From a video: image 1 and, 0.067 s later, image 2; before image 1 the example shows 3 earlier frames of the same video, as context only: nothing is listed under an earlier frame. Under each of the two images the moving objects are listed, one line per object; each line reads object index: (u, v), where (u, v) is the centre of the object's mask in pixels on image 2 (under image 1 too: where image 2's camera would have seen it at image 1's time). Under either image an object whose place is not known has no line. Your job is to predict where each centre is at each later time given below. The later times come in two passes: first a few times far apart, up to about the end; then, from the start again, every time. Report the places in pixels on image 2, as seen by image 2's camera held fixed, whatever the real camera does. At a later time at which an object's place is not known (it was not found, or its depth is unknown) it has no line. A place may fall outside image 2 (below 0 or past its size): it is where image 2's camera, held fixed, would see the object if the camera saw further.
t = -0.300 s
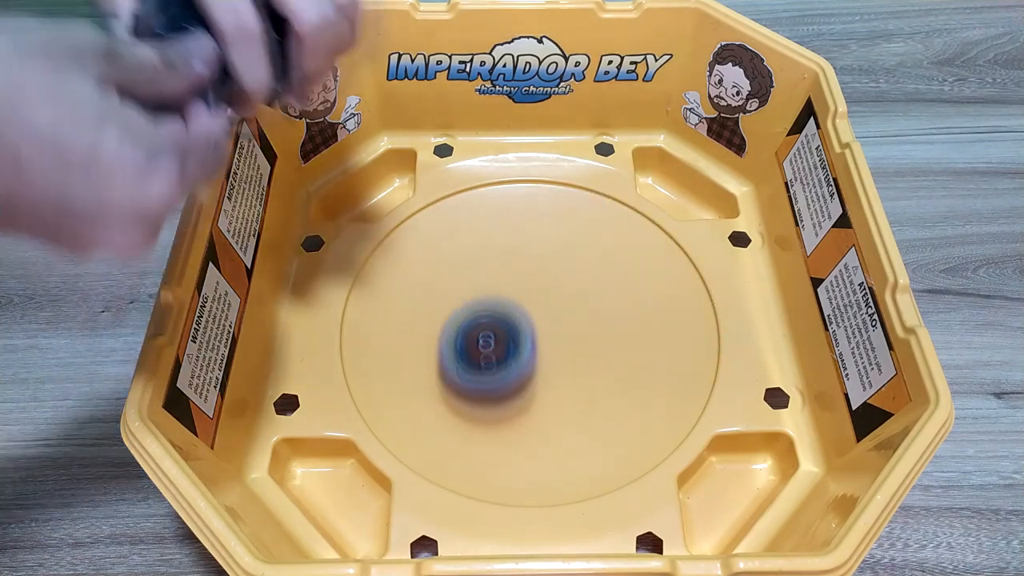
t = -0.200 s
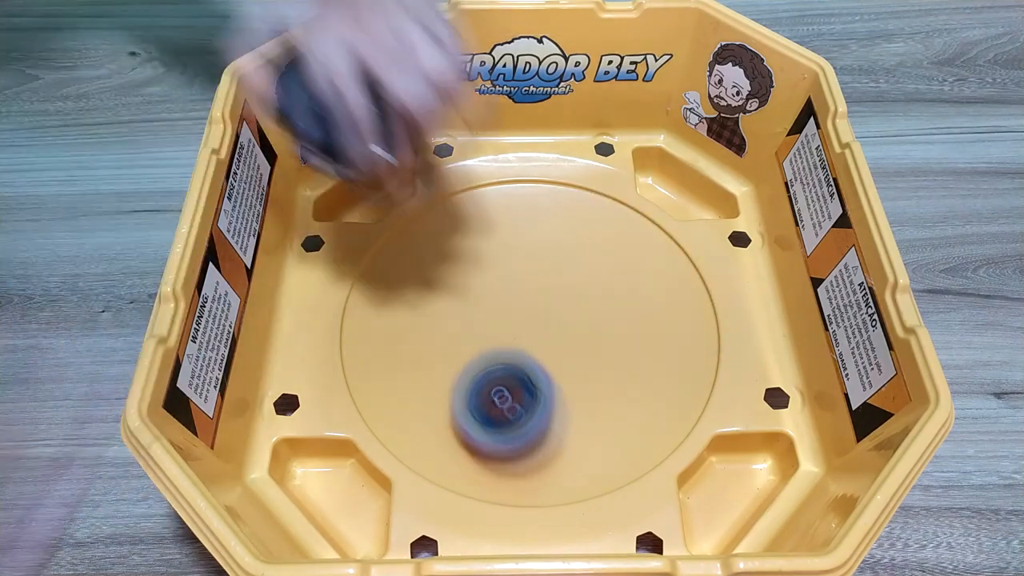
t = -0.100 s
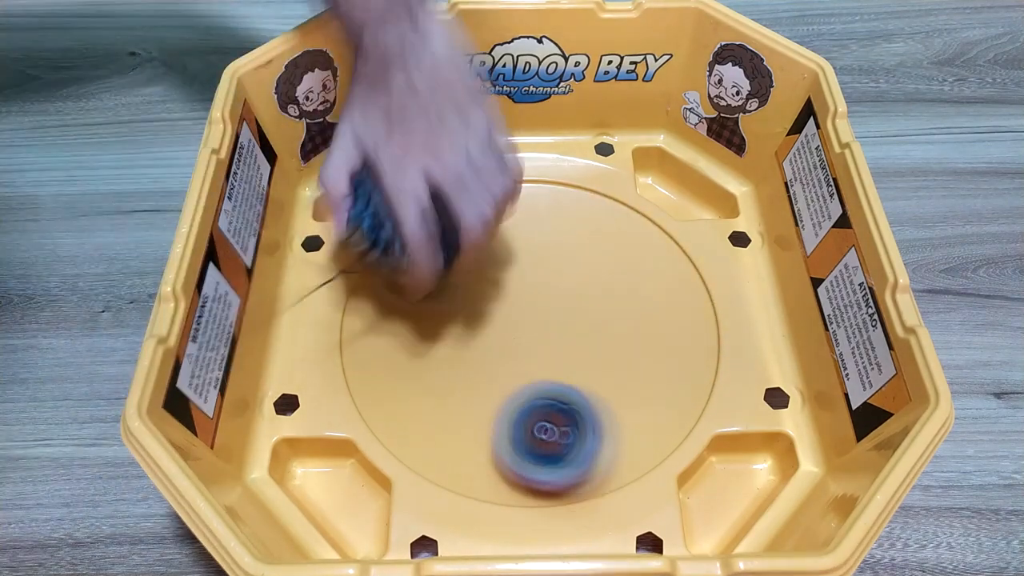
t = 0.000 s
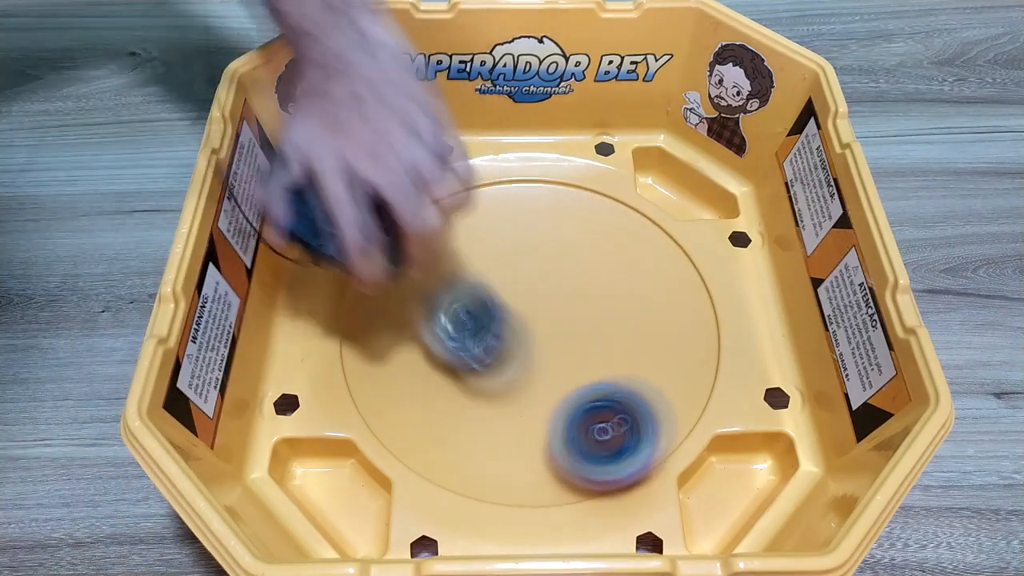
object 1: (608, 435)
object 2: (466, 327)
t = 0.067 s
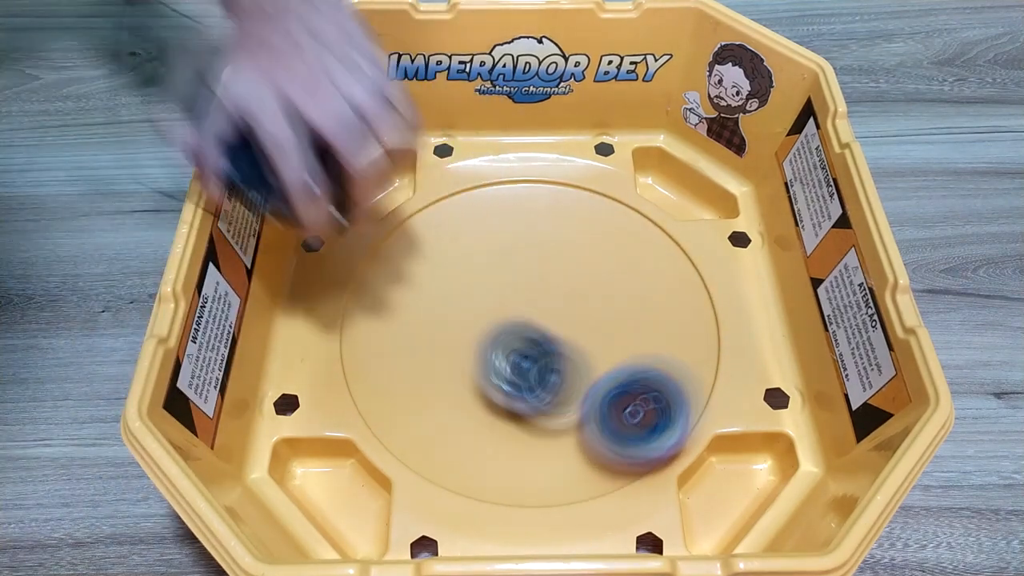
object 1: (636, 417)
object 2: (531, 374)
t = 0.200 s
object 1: (712, 359)
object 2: (588, 381)
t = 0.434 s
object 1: (624, 223)
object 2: (576, 319)
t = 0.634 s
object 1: (463, 199)
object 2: (549, 296)
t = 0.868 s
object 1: (356, 341)
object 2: (580, 307)
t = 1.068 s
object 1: (556, 471)
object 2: (629, 291)
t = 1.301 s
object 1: (702, 289)
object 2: (620, 240)
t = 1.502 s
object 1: (574, 206)
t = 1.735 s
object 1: (398, 283)
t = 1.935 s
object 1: (418, 423)
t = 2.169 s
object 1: (602, 420)
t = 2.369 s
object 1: (628, 294)
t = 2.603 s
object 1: (506, 225)
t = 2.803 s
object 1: (414, 293)
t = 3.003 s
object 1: (454, 397)
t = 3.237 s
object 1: (593, 372)
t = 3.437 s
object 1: (589, 278)
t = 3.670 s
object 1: (491, 236)
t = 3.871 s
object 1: (449, 287)
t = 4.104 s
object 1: (531, 260)
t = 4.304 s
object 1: (560, 262)
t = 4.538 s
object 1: (501, 268)
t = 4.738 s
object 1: (474, 323)
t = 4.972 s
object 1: (516, 371)
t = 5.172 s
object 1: (506, 392)
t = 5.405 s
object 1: (528, 376)
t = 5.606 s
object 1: (508, 388)
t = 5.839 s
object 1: (497, 379)
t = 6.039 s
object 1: (492, 396)
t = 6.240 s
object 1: (506, 362)
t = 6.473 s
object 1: (500, 352)
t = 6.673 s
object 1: (507, 330)
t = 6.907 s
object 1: (495, 347)
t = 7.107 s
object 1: (505, 331)
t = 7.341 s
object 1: (517, 310)
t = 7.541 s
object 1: (522, 303)
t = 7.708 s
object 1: (453, 267)
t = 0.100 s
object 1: (663, 403)
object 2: (552, 384)
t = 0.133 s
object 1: (688, 392)
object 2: (565, 386)
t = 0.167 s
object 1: (703, 378)
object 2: (577, 385)
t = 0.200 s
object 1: (712, 359)
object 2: (588, 381)
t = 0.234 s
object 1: (712, 339)
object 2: (597, 375)
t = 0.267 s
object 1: (702, 319)
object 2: (605, 367)
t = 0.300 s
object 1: (691, 295)
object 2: (606, 358)
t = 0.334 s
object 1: (679, 271)
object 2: (600, 350)
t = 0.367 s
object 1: (664, 253)
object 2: (592, 341)
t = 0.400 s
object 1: (647, 238)
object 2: (584, 331)
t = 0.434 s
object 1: (624, 223)
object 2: (576, 319)
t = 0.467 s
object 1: (599, 214)
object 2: (569, 308)
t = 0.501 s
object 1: (570, 209)
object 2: (562, 297)
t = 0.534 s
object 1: (537, 204)
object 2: (557, 290)
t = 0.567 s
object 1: (509, 198)
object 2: (553, 292)
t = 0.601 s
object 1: (487, 196)
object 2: (550, 294)
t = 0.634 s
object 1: (463, 199)
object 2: (549, 296)
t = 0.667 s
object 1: (440, 207)
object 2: (549, 298)
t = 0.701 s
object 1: (416, 220)
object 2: (551, 301)
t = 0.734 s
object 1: (396, 237)
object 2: (555, 303)
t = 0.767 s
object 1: (379, 258)
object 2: (560, 305)
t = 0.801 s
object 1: (366, 281)
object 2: (565, 306)
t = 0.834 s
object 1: (359, 309)
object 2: (572, 307)
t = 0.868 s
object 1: (356, 341)
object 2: (580, 307)
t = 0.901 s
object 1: (361, 373)
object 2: (588, 306)
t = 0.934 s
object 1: (390, 412)
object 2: (597, 305)
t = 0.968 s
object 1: (423, 439)
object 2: (605, 303)
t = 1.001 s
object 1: (462, 460)
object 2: (614, 300)
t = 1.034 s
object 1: (509, 471)
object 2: (622, 295)
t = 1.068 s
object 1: (556, 471)
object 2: (629, 291)
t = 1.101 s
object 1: (598, 461)
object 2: (633, 285)
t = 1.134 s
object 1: (636, 441)
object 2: (636, 278)
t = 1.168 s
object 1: (668, 415)
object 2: (637, 271)
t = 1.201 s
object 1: (689, 385)
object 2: (636, 265)
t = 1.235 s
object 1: (701, 354)
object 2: (633, 257)
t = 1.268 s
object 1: (705, 322)
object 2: (629, 249)
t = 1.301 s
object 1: (702, 289)
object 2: (620, 240)
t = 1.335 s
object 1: (692, 264)
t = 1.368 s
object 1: (677, 244)
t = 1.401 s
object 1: (656, 229)
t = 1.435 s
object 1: (630, 217)
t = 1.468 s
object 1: (602, 209)
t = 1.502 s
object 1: (574, 206)
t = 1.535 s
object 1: (543, 205)
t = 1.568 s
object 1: (513, 209)
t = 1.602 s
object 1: (487, 215)
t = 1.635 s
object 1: (462, 226)
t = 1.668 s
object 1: (435, 242)
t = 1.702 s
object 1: (414, 261)
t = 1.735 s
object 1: (398, 283)
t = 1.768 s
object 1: (387, 306)
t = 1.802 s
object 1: (380, 332)
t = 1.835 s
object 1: (381, 356)
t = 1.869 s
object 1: (387, 381)
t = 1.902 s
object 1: (399, 404)
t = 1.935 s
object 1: (418, 423)
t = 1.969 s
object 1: (441, 438)
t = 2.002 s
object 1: (467, 449)
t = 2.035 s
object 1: (497, 453)
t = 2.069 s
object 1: (526, 452)
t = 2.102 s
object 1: (554, 447)
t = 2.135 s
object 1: (580, 435)
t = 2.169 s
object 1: (602, 420)
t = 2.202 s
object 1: (619, 402)
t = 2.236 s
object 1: (631, 382)
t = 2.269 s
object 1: (638, 359)
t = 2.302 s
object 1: (640, 336)
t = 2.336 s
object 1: (636, 314)
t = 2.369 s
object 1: (628, 294)
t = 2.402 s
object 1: (618, 276)
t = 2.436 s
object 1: (603, 259)
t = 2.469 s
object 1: (586, 247)
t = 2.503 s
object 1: (567, 236)
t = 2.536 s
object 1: (546, 227)
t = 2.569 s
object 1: (525, 224)
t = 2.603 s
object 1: (506, 225)
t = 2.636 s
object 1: (486, 228)
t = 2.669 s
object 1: (467, 235)
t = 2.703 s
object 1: (449, 245)
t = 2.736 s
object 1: (434, 259)
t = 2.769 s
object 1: (422, 275)
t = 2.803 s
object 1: (414, 293)
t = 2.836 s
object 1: (409, 313)
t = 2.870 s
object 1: (409, 332)
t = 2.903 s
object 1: (413, 351)
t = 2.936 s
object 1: (423, 370)
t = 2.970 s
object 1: (437, 385)
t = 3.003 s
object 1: (454, 397)
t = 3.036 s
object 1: (475, 406)
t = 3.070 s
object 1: (498, 411)
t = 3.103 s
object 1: (520, 412)
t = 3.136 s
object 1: (542, 408)
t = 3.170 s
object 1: (562, 400)
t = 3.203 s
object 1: (581, 387)
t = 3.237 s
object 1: (593, 372)
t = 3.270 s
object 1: (601, 361)
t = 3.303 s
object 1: (607, 341)
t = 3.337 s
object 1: (606, 323)
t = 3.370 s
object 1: (604, 308)
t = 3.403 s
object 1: (598, 292)
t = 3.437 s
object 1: (589, 278)
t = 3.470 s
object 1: (579, 264)
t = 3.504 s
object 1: (567, 254)
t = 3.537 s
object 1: (553, 245)
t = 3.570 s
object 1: (538, 238)
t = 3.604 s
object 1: (522, 234)
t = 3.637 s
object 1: (507, 234)
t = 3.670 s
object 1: (491, 236)
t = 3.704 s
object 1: (479, 238)
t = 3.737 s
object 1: (468, 244)
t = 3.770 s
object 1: (460, 252)
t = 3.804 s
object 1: (453, 262)
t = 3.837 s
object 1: (450, 274)
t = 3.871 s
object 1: (449, 287)
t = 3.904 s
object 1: (451, 293)
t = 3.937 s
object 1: (464, 286)
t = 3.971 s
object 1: (479, 280)
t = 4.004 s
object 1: (492, 274)
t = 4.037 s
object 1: (505, 267)
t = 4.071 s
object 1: (519, 262)
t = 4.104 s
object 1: (531, 260)
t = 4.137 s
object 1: (542, 260)
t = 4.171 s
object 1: (552, 262)
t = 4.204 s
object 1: (560, 265)
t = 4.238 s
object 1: (566, 268)
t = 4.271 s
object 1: (565, 267)
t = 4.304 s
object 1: (560, 262)
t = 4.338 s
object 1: (554, 258)
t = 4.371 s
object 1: (546, 255)
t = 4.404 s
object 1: (536, 255)
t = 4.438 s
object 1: (528, 256)
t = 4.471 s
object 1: (518, 259)
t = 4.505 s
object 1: (509, 263)
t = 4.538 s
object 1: (501, 268)
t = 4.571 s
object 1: (495, 275)
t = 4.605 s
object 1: (491, 283)
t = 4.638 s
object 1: (488, 292)
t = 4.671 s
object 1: (486, 301)
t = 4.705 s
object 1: (478, 314)
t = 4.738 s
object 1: (474, 323)
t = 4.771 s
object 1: (471, 335)
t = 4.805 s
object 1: (472, 345)
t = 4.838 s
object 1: (476, 353)
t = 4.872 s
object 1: (482, 361)
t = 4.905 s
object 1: (490, 366)
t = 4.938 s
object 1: (502, 369)
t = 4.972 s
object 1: (516, 371)
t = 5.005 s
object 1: (521, 371)
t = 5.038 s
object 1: (514, 380)
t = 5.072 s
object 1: (510, 386)
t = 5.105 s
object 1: (506, 389)
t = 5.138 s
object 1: (505, 391)
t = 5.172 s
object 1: (506, 392)
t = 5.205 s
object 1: (508, 392)
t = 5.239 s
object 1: (511, 391)
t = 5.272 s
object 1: (515, 389)
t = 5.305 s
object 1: (518, 387)
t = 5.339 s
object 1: (521, 384)
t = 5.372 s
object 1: (525, 380)
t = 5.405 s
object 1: (528, 376)
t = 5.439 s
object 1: (530, 372)
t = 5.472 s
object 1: (532, 368)
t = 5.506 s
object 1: (534, 364)
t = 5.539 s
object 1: (527, 372)
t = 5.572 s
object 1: (516, 382)
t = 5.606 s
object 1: (508, 388)
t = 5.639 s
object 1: (502, 392)
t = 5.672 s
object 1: (498, 392)
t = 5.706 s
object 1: (496, 391)
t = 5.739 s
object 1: (495, 389)
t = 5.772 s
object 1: (495, 386)
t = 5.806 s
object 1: (496, 383)
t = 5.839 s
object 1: (497, 379)
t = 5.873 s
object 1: (494, 386)
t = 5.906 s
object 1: (492, 394)
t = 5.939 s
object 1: (490, 398)
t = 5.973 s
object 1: (490, 399)
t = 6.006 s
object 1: (491, 398)
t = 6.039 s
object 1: (492, 396)
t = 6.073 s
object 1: (495, 392)
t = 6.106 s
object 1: (498, 387)
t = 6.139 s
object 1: (500, 382)
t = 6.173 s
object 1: (503, 375)
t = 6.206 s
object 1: (504, 369)
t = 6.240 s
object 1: (506, 362)
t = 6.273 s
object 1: (507, 356)
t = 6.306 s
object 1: (505, 356)
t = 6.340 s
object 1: (503, 358)
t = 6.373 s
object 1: (501, 359)
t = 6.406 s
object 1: (500, 358)
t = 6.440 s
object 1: (500, 356)
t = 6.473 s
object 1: (500, 352)
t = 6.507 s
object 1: (501, 349)
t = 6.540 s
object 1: (502, 345)
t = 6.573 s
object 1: (503, 341)
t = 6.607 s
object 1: (505, 337)
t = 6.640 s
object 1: (506, 333)
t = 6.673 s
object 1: (507, 330)
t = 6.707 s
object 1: (509, 326)
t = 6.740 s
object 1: (508, 329)
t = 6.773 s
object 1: (504, 336)
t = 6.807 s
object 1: (501, 341)
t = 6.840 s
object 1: (498, 345)
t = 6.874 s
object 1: (497, 346)
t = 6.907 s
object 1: (495, 347)
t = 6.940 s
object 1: (495, 346)
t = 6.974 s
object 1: (495, 345)
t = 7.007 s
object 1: (497, 342)
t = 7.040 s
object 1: (499, 339)
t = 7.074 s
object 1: (502, 334)
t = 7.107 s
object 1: (505, 331)
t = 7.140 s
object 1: (509, 327)
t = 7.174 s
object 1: (513, 323)
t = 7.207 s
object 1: (515, 319)
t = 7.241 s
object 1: (515, 317)
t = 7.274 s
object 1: (515, 315)
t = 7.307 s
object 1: (516, 312)
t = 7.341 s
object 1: (517, 310)
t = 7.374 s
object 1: (517, 309)
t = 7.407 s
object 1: (518, 307)
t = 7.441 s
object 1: (519, 306)
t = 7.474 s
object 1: (521, 304)
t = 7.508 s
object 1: (521, 303)
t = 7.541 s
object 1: (522, 303)
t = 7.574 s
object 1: (523, 302)
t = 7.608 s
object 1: (505, 294)
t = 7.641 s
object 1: (484, 281)
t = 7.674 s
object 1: (467, 272)
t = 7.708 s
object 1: (453, 267)
